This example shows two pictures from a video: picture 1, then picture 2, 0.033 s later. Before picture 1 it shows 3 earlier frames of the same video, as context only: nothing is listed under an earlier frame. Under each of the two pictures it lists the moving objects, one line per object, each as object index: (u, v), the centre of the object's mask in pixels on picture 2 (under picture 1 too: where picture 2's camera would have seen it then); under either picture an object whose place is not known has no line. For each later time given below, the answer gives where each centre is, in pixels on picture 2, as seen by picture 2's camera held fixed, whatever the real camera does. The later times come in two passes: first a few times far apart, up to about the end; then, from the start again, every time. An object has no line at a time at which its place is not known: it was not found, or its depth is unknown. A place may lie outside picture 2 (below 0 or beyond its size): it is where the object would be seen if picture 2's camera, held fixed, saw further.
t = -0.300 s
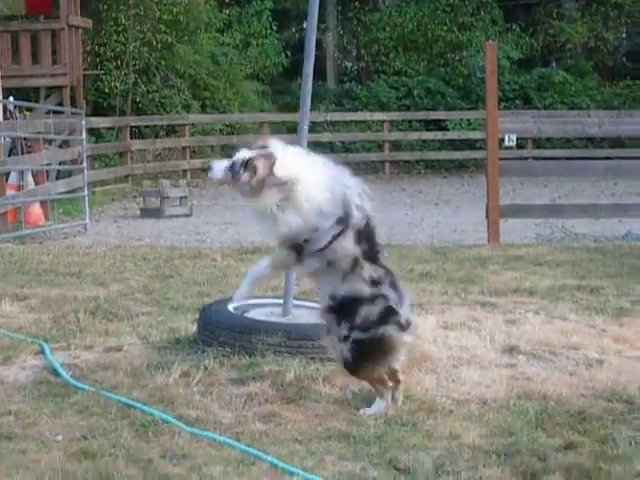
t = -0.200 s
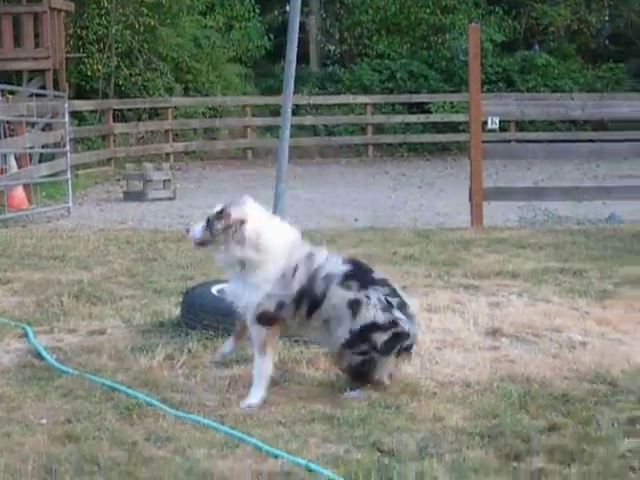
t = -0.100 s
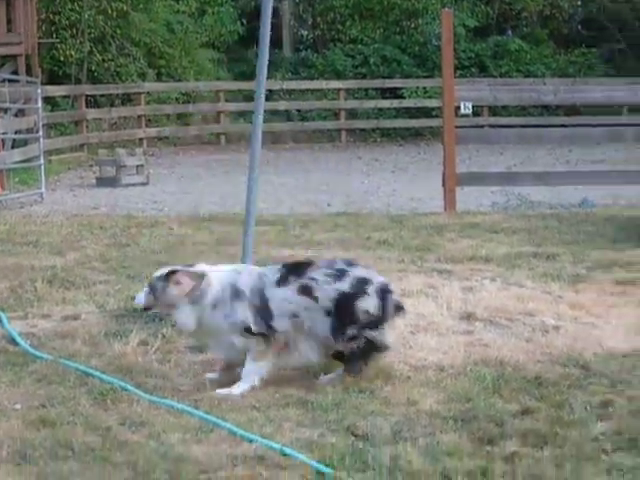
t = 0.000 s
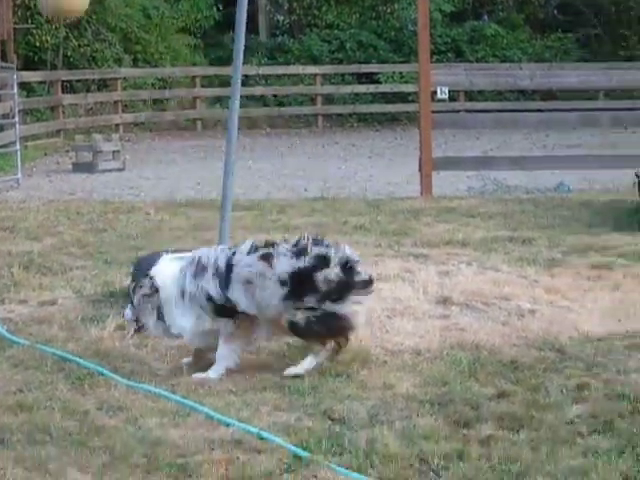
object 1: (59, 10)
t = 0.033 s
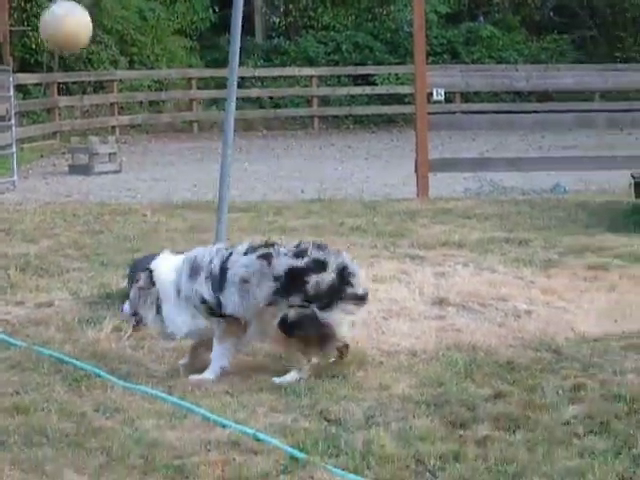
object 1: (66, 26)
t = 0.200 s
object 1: (193, 112)
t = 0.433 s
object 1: (239, 59)
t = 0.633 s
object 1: (275, 15)
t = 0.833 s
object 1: (314, 30)
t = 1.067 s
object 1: (338, 102)
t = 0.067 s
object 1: (76, 55)
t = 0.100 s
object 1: (98, 76)
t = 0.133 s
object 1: (129, 85)
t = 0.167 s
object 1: (161, 98)
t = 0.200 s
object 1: (193, 112)
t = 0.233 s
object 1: (205, 119)
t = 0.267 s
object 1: (205, 118)
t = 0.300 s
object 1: (207, 108)
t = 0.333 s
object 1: (210, 94)
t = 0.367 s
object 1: (214, 81)
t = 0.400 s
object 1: (228, 69)
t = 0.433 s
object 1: (239, 59)
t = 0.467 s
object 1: (247, 48)
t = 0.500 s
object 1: (255, 42)
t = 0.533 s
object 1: (258, 33)
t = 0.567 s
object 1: (262, 25)
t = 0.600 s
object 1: (267, 18)
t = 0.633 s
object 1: (275, 15)
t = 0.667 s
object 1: (283, 12)
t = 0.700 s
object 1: (293, 13)
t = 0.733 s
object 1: (301, 16)
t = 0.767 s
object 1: (306, 20)
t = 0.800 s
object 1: (309, 24)
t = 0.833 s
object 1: (314, 30)
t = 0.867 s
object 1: (317, 35)
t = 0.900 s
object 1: (321, 43)
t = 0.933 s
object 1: (327, 51)
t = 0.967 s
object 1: (333, 63)
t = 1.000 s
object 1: (337, 76)
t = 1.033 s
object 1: (339, 88)
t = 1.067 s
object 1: (338, 102)
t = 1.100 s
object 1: (334, 106)
